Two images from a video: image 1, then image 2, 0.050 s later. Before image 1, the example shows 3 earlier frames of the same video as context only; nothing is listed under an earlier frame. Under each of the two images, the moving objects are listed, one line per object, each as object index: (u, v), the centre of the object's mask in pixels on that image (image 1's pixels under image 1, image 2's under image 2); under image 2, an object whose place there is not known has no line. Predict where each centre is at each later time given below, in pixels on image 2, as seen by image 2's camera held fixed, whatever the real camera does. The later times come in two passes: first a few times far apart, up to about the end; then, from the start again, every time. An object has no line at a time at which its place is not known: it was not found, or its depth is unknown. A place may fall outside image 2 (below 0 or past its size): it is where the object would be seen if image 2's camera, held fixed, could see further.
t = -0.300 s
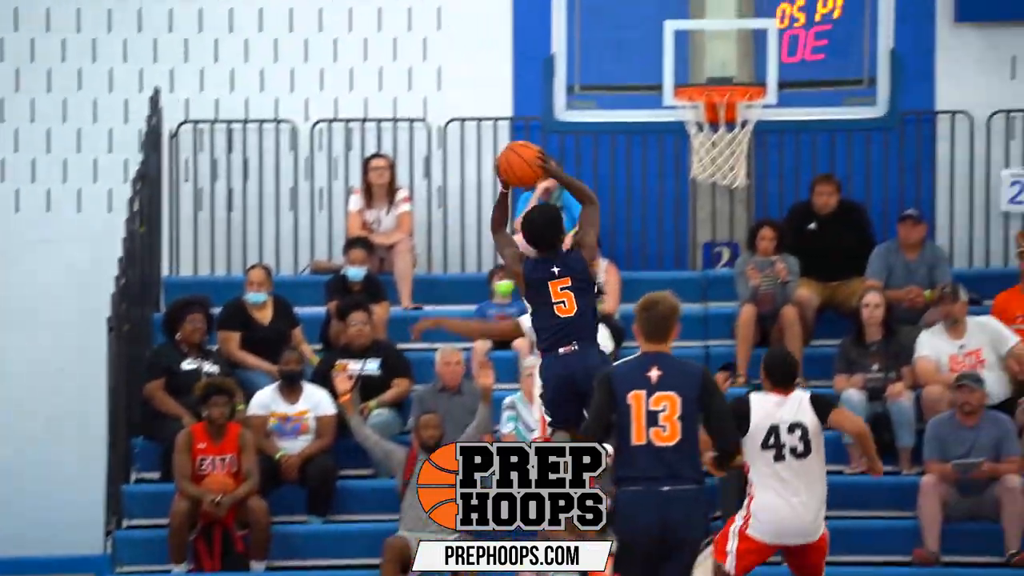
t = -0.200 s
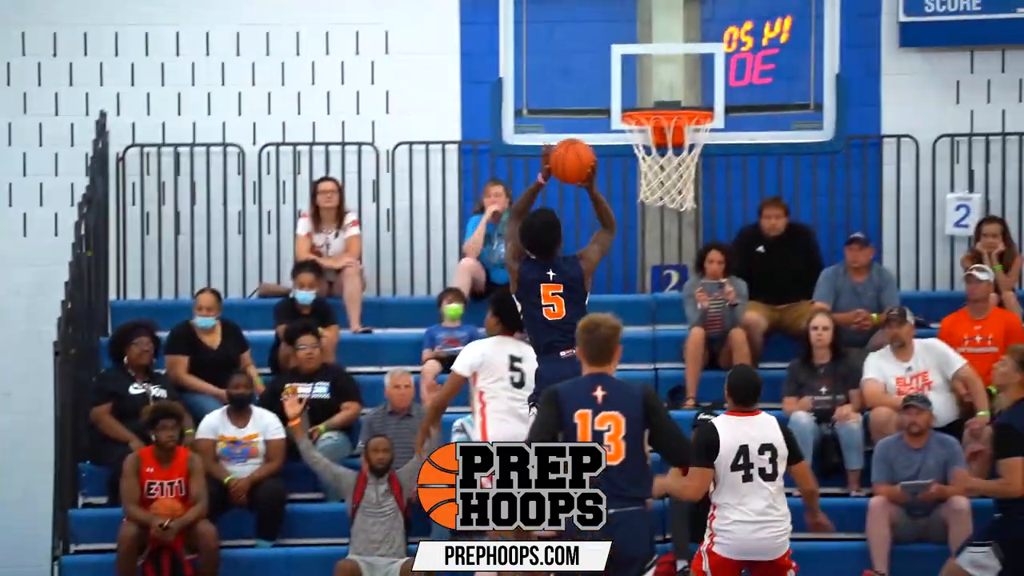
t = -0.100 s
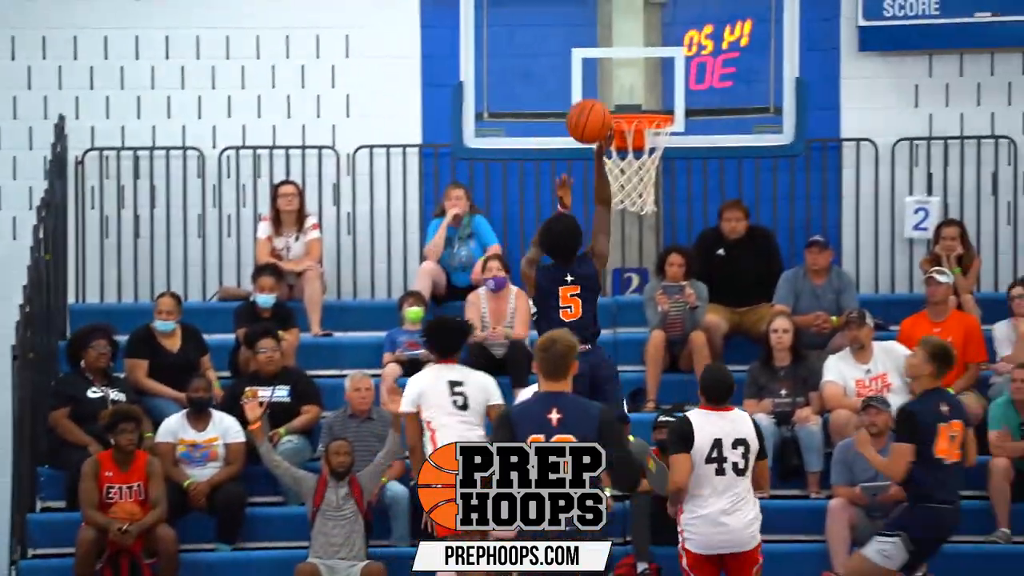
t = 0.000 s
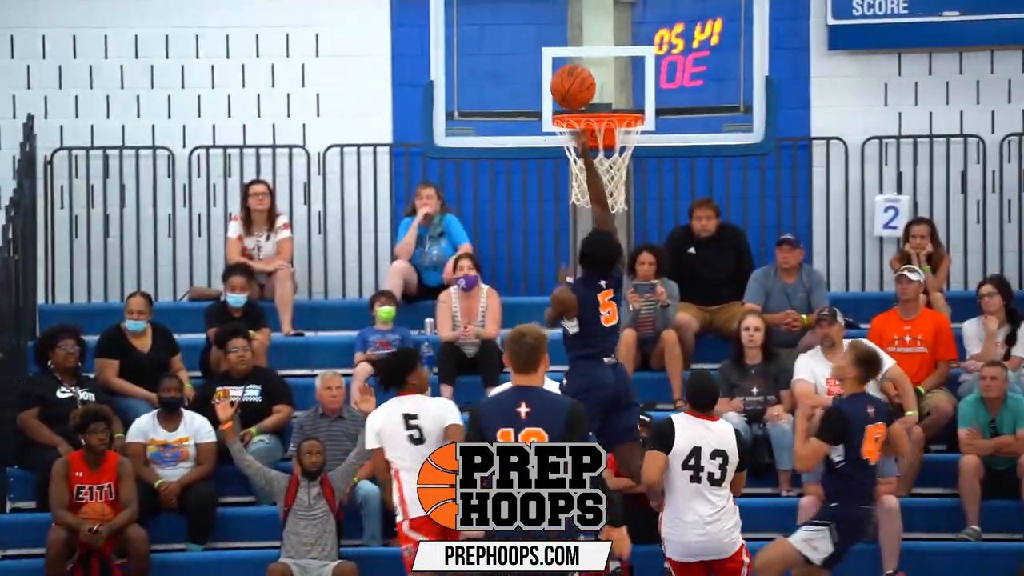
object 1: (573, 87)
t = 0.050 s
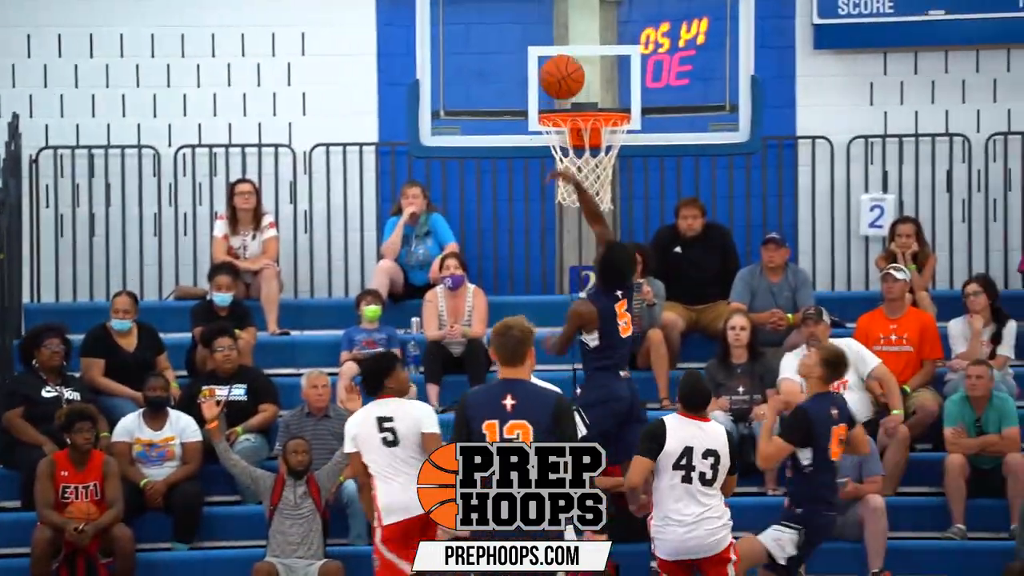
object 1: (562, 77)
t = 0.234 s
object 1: (573, 82)
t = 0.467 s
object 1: (604, 151)
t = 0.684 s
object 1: (612, 201)
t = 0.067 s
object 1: (563, 75)
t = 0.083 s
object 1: (564, 73)
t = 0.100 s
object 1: (566, 73)
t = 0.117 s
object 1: (566, 72)
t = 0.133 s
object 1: (567, 72)
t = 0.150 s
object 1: (568, 73)
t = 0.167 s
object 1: (569, 73)
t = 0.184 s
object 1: (571, 75)
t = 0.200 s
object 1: (572, 77)
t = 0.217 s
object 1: (572, 79)
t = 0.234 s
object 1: (573, 82)
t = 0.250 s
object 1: (574, 86)
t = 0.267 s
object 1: (575, 90)
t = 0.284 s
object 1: (577, 93)
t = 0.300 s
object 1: (578, 96)
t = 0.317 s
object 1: (579, 99)
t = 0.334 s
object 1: (579, 102)
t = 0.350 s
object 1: (581, 105)
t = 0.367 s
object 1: (585, 126)
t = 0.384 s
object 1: (587, 128)
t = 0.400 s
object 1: (589, 133)
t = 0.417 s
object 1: (592, 135)
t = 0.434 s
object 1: (596, 140)
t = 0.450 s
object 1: (601, 146)
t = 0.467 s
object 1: (604, 151)
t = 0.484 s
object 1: (608, 157)
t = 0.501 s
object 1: (610, 162)
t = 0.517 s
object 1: (612, 166)
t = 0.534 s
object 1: (613, 169)
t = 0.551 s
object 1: (614, 171)
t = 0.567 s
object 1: (615, 173)
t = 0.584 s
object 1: (615, 176)
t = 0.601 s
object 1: (615, 178)
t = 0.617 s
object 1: (614, 183)
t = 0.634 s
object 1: (614, 185)
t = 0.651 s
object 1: (614, 195)
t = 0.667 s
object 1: (613, 197)
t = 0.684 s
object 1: (612, 201)
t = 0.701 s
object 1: (611, 206)
